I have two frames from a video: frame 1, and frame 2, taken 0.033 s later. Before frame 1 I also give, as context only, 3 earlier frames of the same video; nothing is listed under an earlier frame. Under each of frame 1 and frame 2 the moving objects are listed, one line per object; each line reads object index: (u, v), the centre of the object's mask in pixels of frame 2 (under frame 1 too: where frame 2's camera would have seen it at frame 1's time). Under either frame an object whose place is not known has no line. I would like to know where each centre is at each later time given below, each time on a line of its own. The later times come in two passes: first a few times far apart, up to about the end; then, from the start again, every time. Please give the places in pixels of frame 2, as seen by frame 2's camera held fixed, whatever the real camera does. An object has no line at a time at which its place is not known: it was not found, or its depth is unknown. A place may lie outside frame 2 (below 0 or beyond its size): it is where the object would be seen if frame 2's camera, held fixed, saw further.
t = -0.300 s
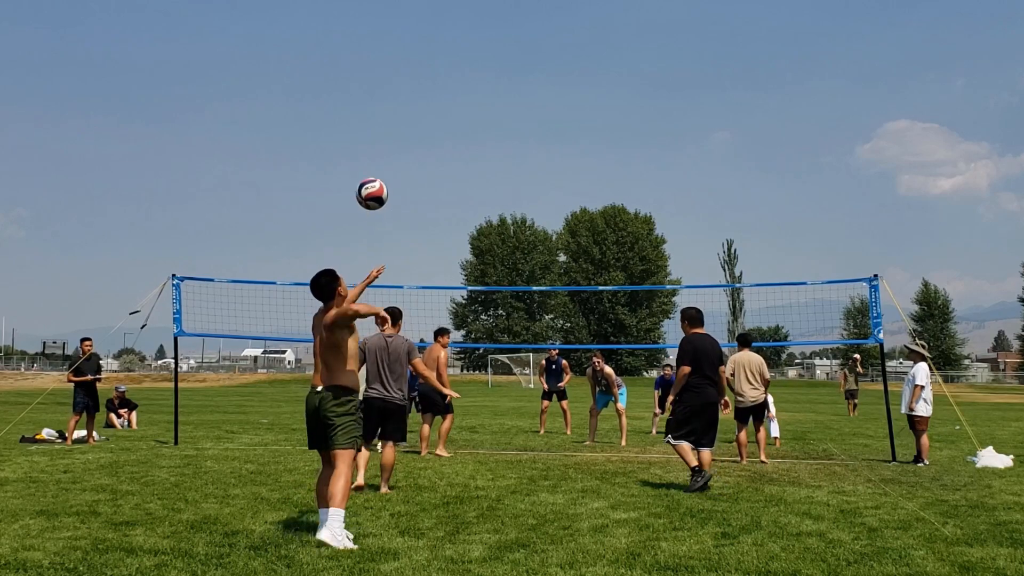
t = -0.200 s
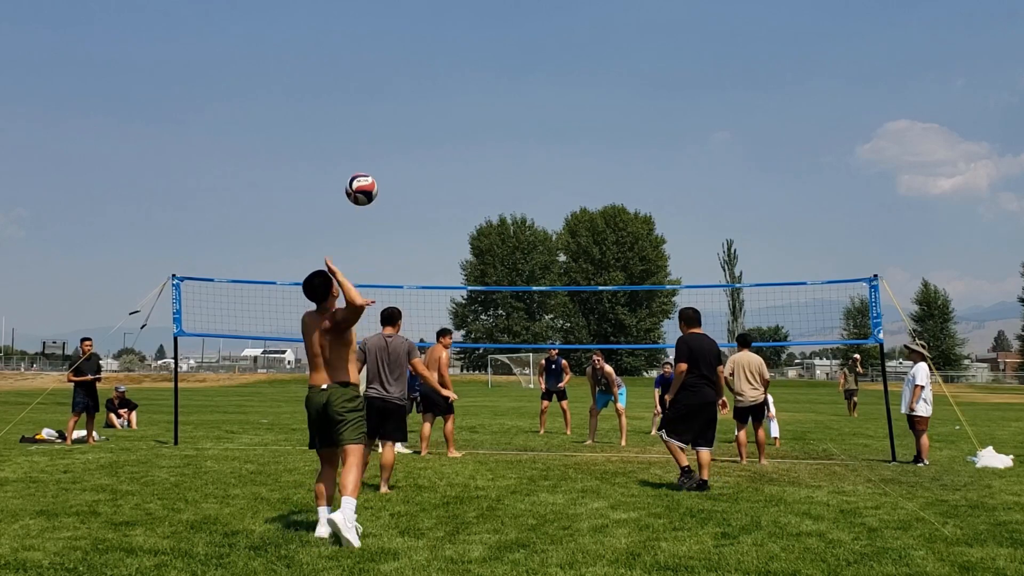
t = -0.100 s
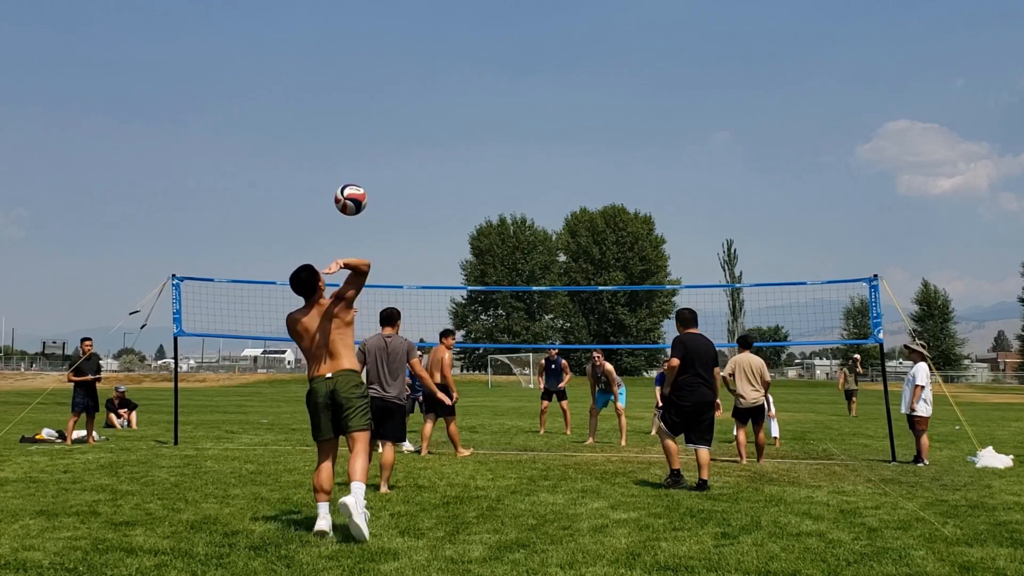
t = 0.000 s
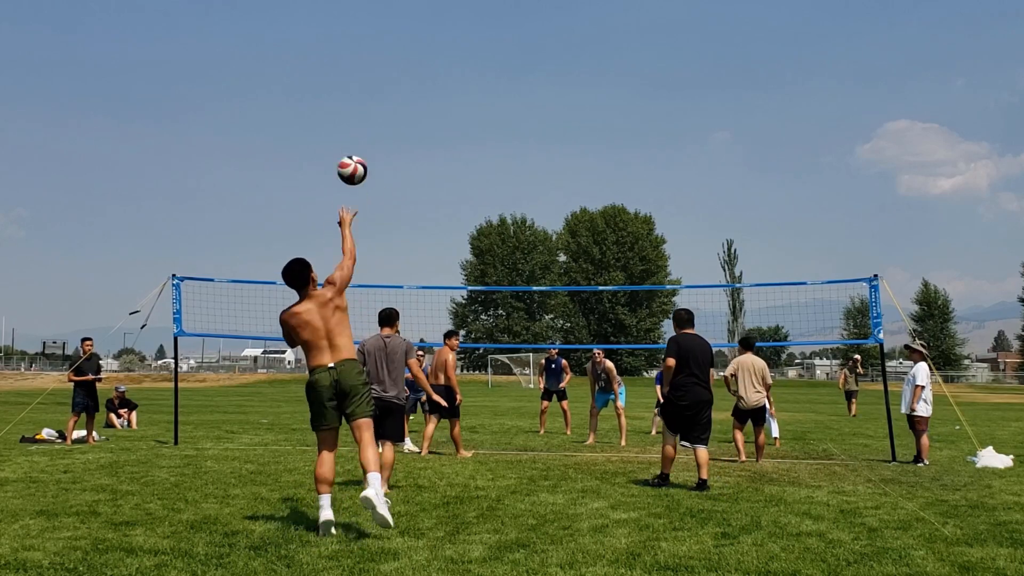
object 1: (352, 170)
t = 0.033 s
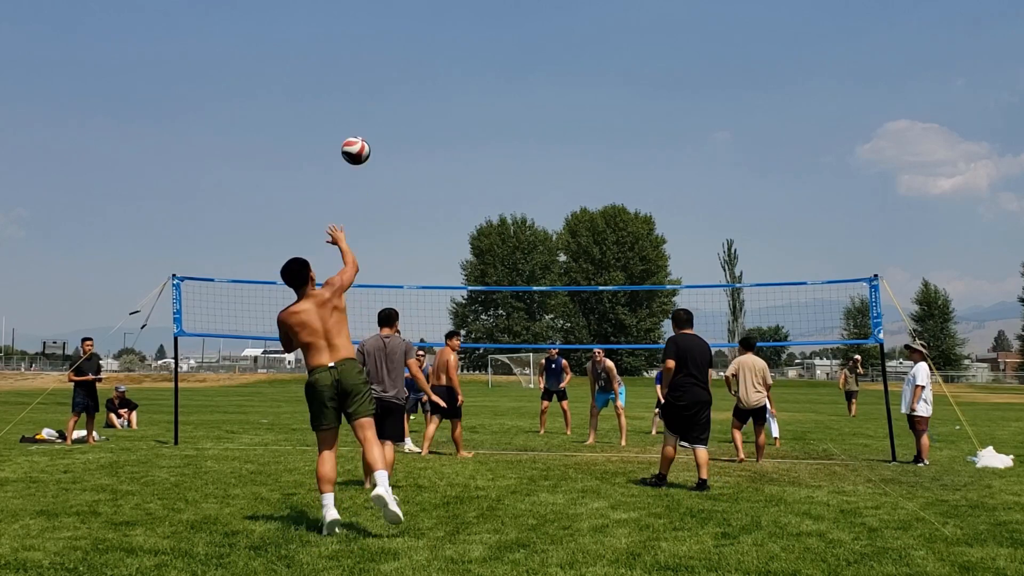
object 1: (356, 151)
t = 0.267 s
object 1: (369, 80)
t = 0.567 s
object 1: (375, 93)
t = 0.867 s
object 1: (379, 162)
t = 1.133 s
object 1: (379, 246)
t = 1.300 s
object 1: (379, 305)
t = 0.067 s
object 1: (358, 134)
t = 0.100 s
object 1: (360, 120)
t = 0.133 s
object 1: (362, 109)
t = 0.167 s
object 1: (364, 99)
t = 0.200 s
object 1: (366, 91)
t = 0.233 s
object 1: (368, 85)
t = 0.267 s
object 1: (369, 80)
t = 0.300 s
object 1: (371, 77)
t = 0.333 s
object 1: (372, 75)
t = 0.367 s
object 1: (374, 75)
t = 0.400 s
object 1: (374, 76)
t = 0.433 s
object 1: (375, 77)
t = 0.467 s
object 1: (375, 80)
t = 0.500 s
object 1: (375, 83)
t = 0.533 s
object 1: (375, 87)
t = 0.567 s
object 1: (375, 93)
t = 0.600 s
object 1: (376, 98)
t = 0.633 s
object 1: (376, 105)
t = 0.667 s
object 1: (376, 112)
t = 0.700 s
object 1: (377, 120)
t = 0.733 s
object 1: (377, 128)
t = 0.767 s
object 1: (377, 136)
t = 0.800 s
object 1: (378, 144)
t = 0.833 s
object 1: (378, 153)
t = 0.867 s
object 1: (379, 162)
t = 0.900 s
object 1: (379, 171)
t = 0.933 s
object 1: (379, 181)
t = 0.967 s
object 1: (379, 191)
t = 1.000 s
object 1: (378, 201)
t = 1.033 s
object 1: (378, 212)
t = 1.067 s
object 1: (378, 223)
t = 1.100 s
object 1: (379, 234)
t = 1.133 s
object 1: (379, 246)
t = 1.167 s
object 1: (379, 257)
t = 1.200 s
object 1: (379, 269)
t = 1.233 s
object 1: (379, 280)
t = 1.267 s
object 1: (379, 293)
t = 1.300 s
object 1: (379, 305)
